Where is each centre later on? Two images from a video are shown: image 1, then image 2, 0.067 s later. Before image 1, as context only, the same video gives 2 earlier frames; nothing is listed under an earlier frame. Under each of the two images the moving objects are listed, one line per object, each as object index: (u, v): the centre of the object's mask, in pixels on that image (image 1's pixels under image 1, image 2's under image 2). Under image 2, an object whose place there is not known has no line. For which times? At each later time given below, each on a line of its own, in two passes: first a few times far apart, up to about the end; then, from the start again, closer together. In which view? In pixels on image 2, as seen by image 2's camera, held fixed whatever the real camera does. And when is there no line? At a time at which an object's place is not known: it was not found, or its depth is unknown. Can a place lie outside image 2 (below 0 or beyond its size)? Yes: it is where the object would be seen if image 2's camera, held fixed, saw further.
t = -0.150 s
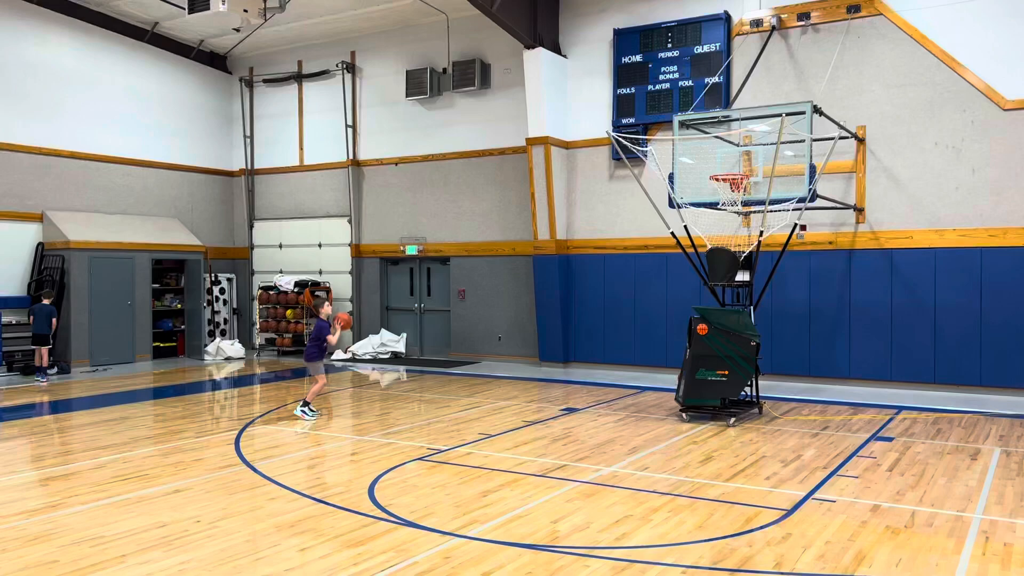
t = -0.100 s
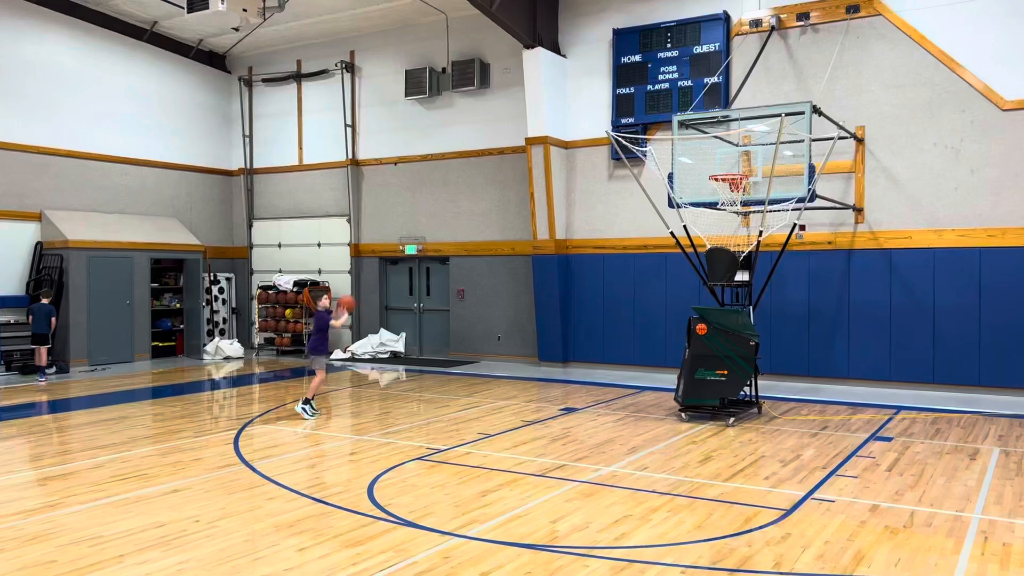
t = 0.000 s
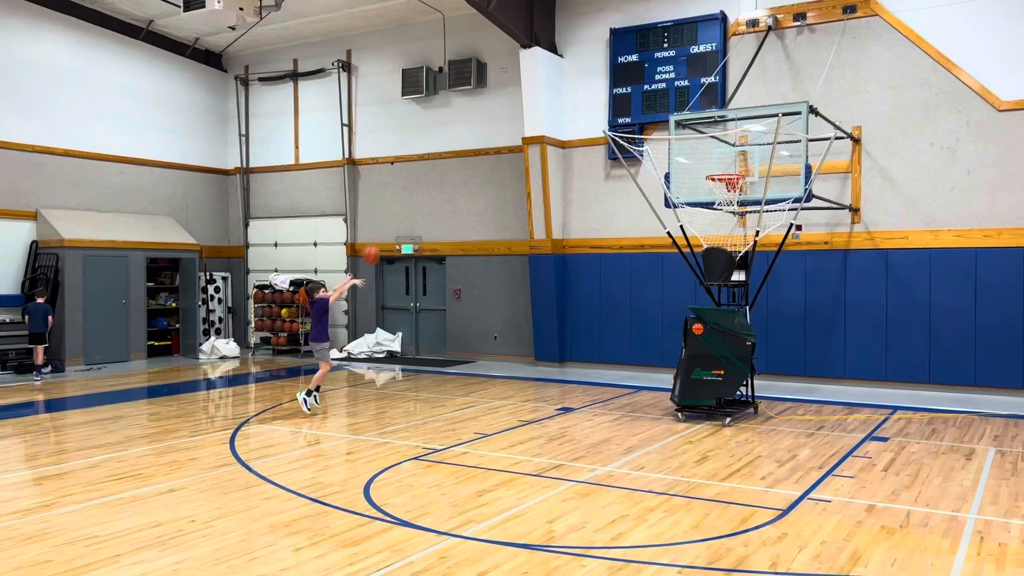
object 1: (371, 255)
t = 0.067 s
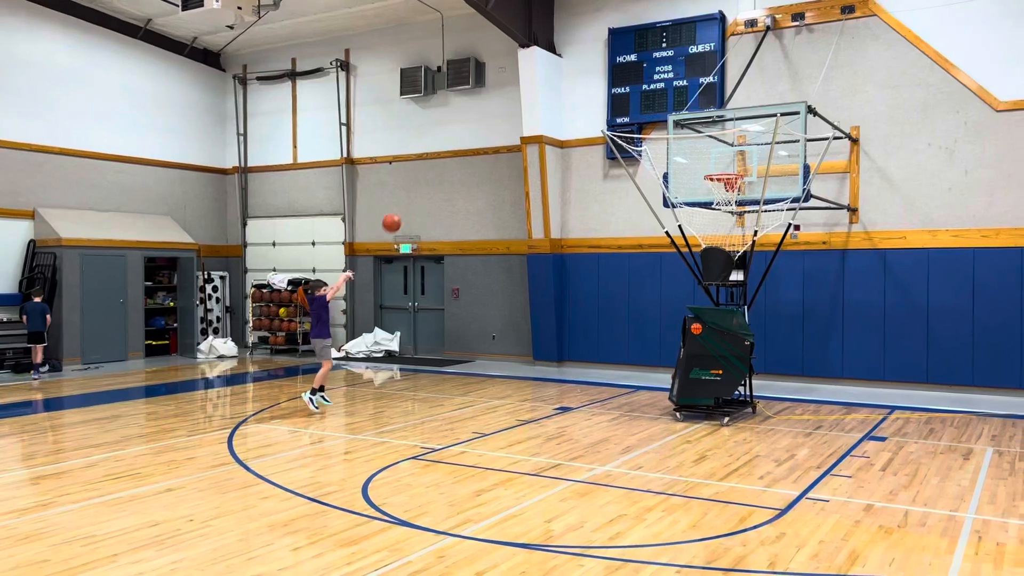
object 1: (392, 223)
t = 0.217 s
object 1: (441, 165)
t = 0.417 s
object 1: (507, 114)
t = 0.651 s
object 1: (582, 94)
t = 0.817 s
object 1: (636, 105)
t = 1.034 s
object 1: (705, 152)
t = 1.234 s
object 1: (739, 204)
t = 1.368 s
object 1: (737, 230)
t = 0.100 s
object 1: (403, 209)
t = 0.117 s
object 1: (408, 202)
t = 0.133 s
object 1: (414, 195)
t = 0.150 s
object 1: (419, 189)
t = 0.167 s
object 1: (425, 182)
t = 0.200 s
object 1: (436, 171)
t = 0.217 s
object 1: (441, 165)
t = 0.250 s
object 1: (452, 154)
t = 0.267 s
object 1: (458, 149)
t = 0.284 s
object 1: (463, 145)
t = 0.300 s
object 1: (468, 140)
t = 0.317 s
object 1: (474, 136)
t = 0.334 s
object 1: (480, 131)
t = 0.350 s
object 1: (485, 128)
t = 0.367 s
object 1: (490, 124)
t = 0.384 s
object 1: (496, 120)
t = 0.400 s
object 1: (501, 117)
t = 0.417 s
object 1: (507, 114)
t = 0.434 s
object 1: (512, 111)
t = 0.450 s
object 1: (517, 109)
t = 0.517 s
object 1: (539, 101)
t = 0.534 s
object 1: (545, 99)
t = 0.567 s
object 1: (555, 97)
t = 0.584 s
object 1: (561, 96)
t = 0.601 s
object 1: (566, 95)
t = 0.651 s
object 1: (582, 94)
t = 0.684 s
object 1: (593, 95)
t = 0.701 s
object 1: (598, 96)
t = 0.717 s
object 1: (604, 96)
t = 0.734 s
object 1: (609, 97)
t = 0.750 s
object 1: (615, 98)
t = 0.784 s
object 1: (625, 101)
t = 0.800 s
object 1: (631, 103)
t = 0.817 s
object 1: (636, 105)
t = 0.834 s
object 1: (641, 107)
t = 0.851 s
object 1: (647, 110)
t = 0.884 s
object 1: (657, 116)
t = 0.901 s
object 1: (663, 118)
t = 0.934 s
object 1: (673, 126)
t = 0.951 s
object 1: (678, 129)
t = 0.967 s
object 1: (684, 133)
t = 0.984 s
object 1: (689, 138)
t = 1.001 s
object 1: (694, 143)
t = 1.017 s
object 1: (699, 147)
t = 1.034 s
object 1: (705, 152)
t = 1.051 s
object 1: (710, 157)
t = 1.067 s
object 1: (715, 162)
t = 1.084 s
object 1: (720, 166)
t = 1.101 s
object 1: (724, 169)
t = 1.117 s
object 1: (729, 179)
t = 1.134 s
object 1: (733, 186)
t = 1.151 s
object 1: (734, 188)
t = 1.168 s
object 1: (737, 191)
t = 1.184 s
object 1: (739, 195)
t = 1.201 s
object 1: (739, 197)
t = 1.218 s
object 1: (738, 200)
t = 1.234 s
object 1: (739, 204)
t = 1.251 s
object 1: (739, 207)
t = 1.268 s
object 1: (739, 210)
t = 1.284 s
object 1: (739, 213)
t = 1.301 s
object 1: (739, 216)
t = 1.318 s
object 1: (739, 220)
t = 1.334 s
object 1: (739, 224)
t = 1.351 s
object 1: (738, 227)
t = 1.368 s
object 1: (737, 230)
